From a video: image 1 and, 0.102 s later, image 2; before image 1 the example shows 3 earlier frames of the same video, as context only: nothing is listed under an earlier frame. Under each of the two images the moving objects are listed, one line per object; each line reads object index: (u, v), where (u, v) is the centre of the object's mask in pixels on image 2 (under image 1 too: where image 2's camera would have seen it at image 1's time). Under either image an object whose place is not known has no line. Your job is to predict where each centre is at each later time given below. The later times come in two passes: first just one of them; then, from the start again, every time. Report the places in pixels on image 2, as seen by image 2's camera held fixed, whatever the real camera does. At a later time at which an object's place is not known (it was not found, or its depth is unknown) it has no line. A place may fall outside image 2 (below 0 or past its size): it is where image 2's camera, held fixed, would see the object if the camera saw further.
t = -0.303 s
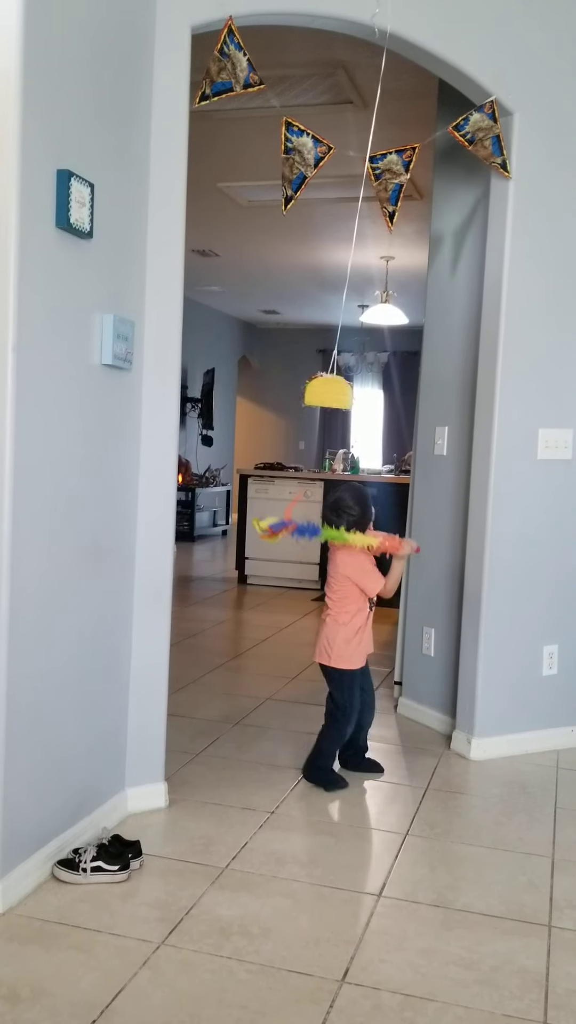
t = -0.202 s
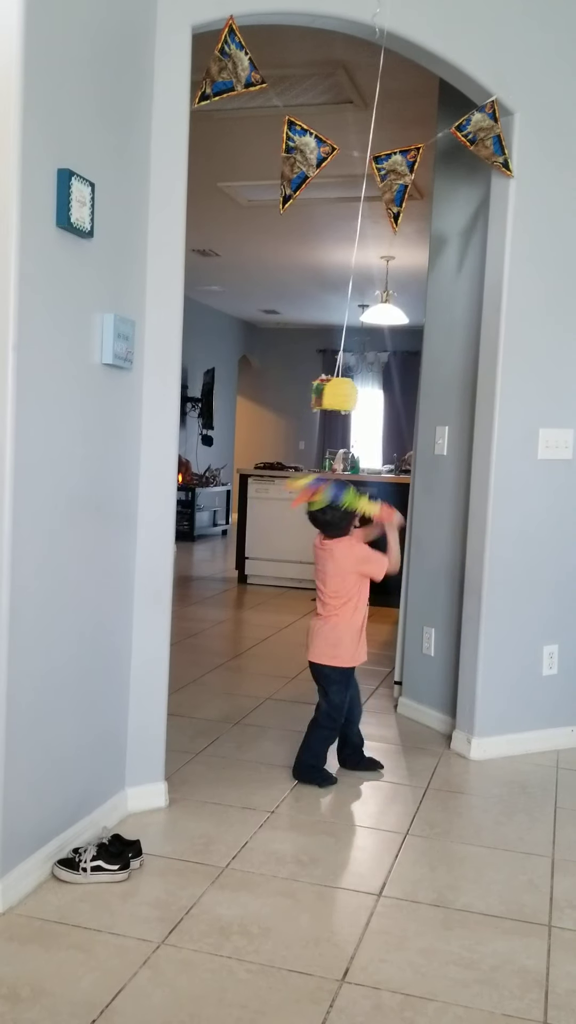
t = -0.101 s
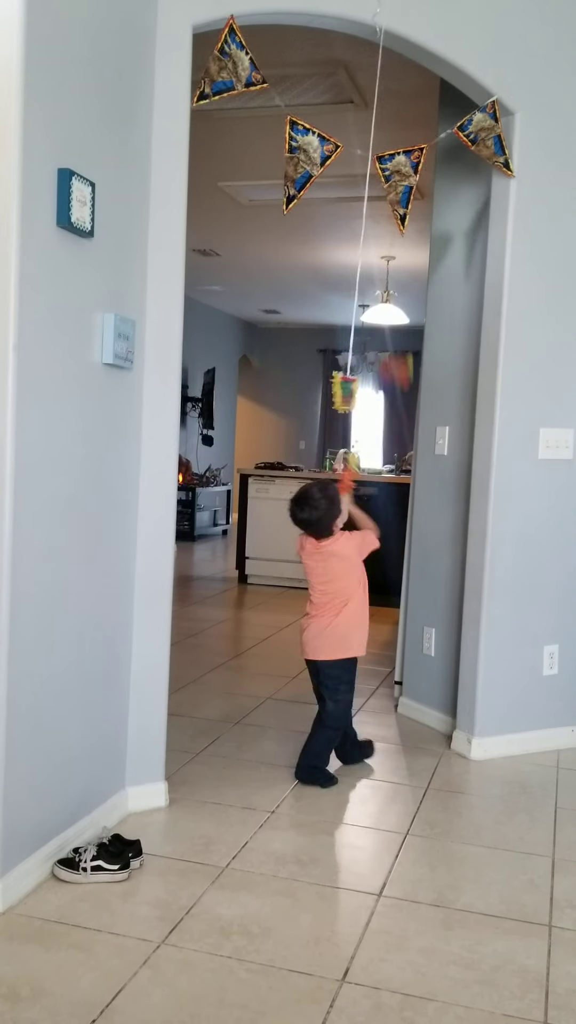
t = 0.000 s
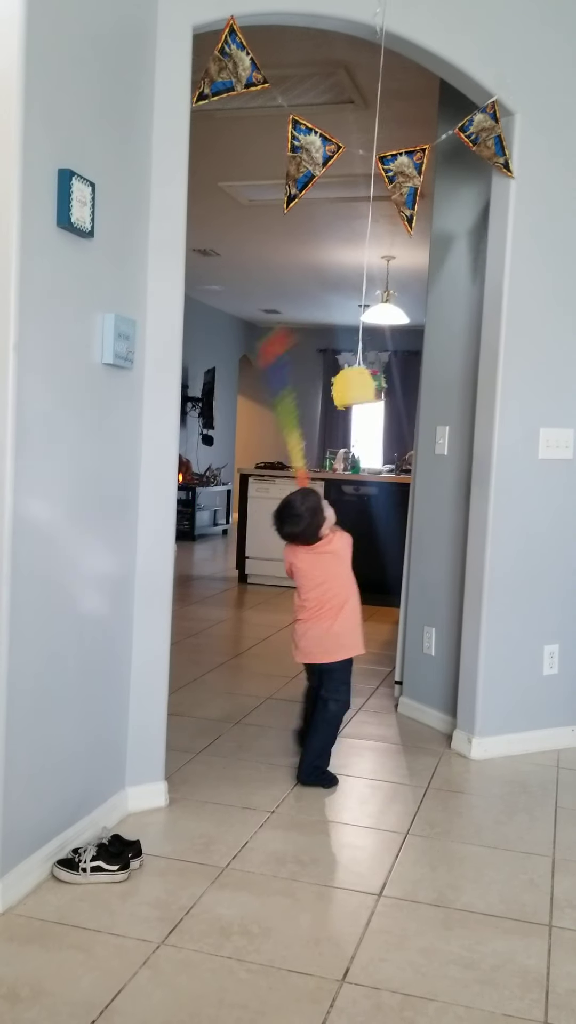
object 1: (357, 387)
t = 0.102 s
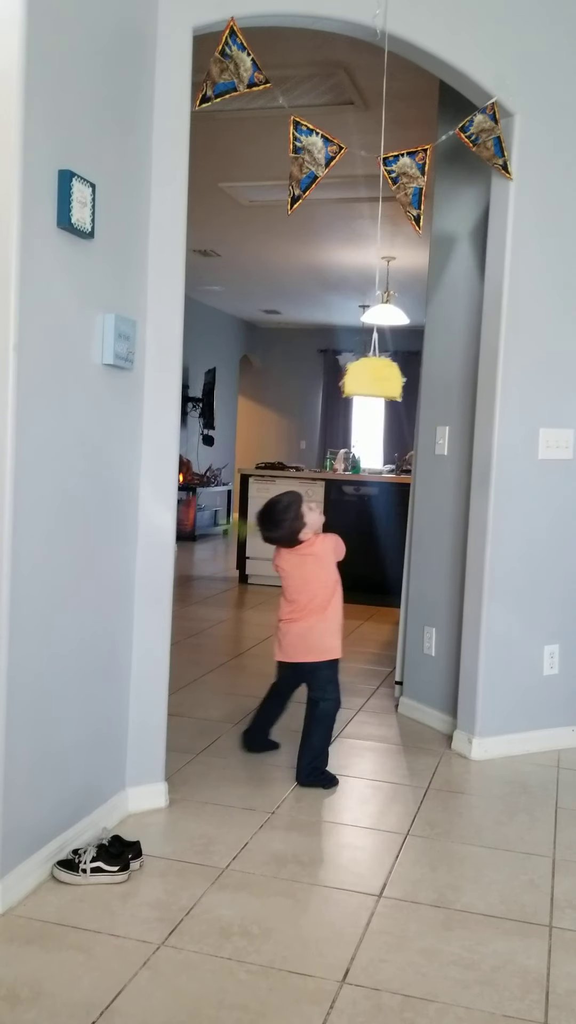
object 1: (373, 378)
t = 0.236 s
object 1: (393, 367)
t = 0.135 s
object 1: (379, 375)
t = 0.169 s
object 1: (384, 373)
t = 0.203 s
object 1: (388, 370)
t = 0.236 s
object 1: (393, 367)
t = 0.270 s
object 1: (397, 365)
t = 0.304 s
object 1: (400, 363)
